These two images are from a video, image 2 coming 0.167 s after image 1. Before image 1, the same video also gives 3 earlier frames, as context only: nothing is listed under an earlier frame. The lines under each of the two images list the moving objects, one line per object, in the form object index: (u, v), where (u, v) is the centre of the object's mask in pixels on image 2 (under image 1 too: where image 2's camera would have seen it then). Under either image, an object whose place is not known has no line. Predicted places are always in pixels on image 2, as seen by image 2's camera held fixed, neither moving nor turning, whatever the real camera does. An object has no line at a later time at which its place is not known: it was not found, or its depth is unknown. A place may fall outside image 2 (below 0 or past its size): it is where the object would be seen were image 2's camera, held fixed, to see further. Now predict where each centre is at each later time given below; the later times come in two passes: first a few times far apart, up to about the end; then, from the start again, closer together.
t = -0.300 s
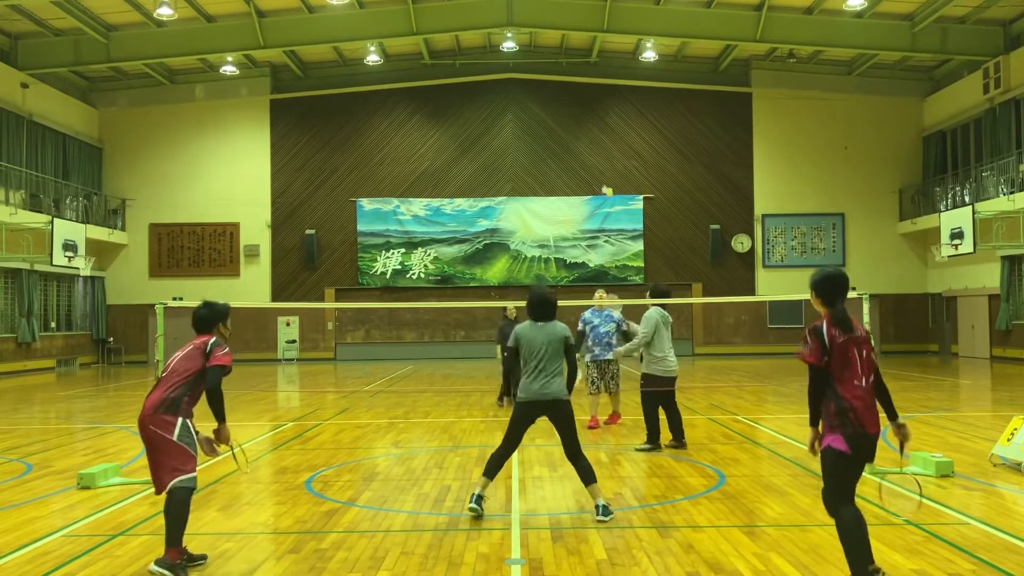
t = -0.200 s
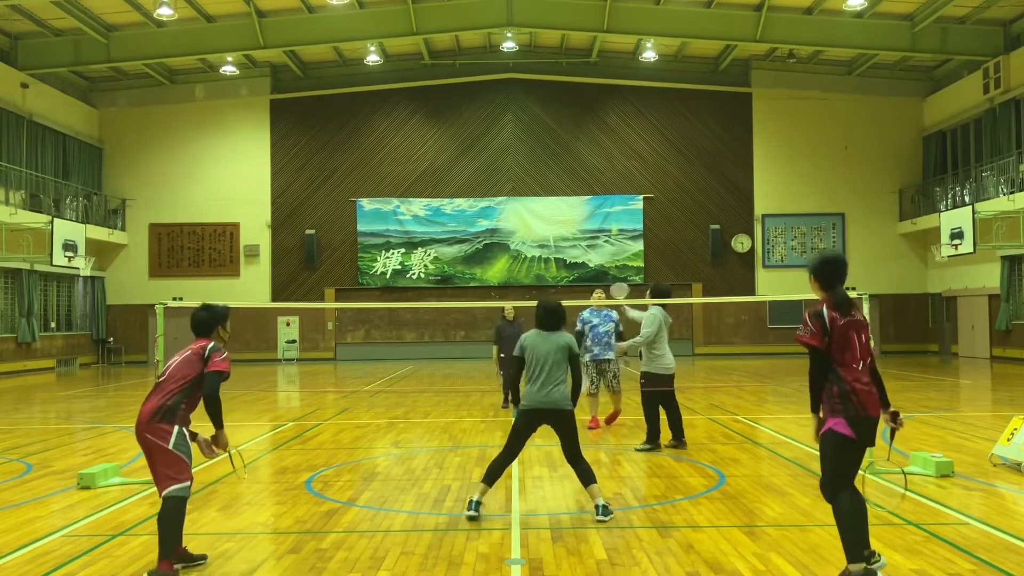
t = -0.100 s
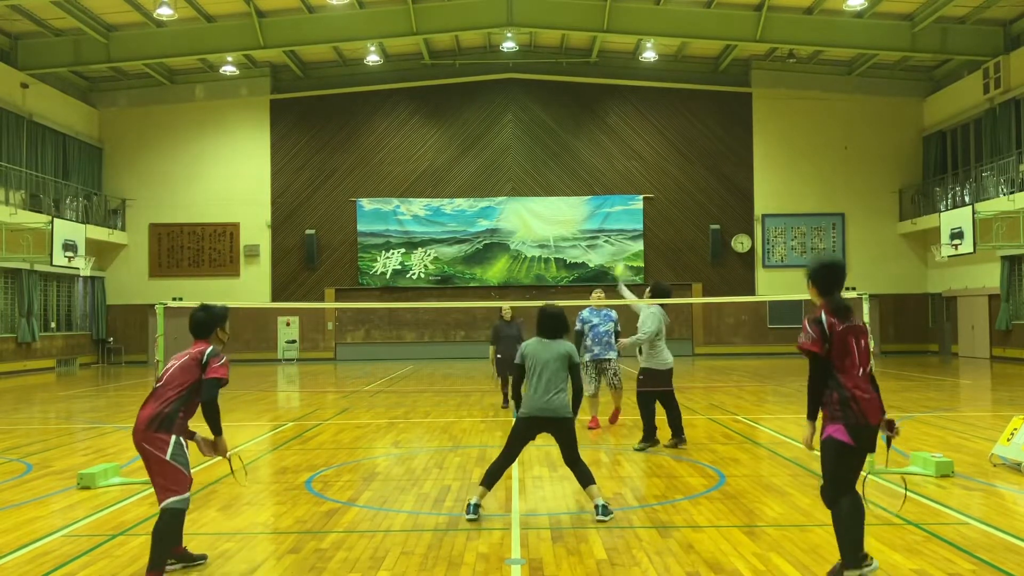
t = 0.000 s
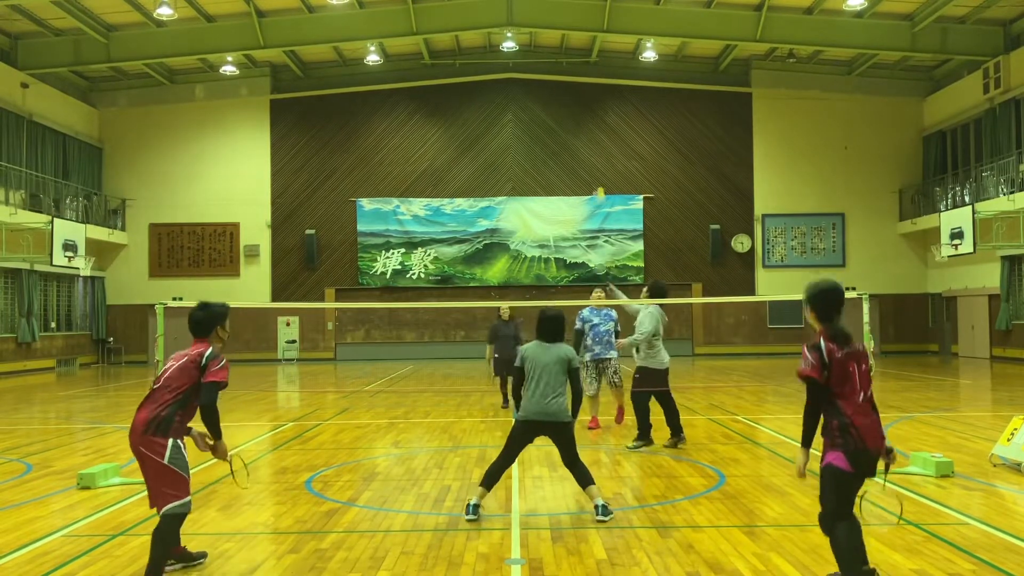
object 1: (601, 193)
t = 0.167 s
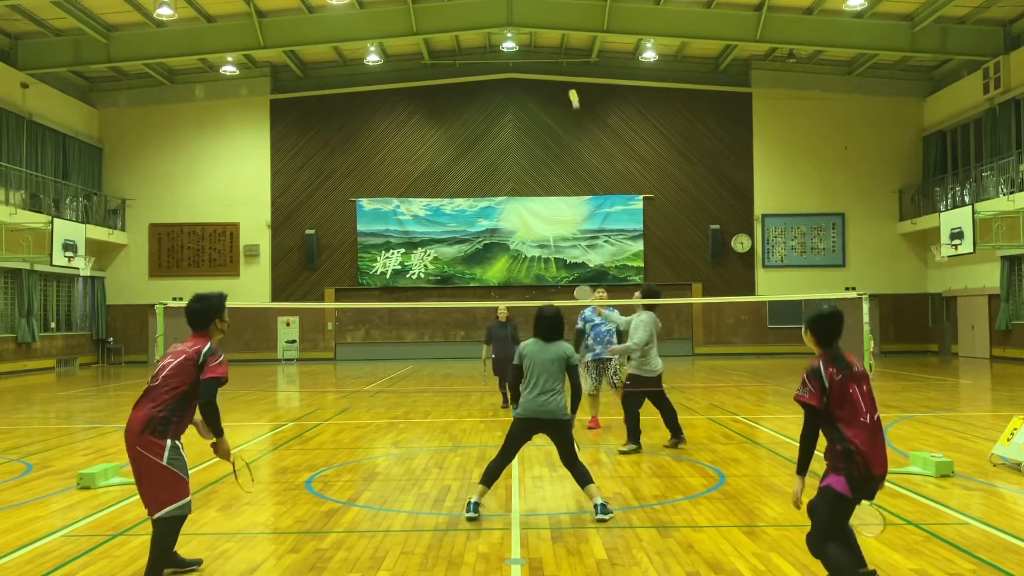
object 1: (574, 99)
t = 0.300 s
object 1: (553, 46)
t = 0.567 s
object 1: (508, 9)
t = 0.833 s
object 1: (464, 63)
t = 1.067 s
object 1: (425, 177)
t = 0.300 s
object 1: (553, 46)
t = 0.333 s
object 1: (547, 35)
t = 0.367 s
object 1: (542, 28)
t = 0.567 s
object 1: (508, 9)
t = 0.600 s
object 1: (501, 10)
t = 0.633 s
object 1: (496, 12)
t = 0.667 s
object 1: (491, 17)
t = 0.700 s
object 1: (486, 23)
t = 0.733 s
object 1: (482, 30)
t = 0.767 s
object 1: (476, 40)
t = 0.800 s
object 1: (470, 51)
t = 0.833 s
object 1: (464, 63)
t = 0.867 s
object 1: (458, 76)
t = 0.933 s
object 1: (448, 98)
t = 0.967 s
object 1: (442, 116)
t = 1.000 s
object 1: (436, 137)
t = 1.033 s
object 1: (430, 158)
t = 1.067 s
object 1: (425, 177)
